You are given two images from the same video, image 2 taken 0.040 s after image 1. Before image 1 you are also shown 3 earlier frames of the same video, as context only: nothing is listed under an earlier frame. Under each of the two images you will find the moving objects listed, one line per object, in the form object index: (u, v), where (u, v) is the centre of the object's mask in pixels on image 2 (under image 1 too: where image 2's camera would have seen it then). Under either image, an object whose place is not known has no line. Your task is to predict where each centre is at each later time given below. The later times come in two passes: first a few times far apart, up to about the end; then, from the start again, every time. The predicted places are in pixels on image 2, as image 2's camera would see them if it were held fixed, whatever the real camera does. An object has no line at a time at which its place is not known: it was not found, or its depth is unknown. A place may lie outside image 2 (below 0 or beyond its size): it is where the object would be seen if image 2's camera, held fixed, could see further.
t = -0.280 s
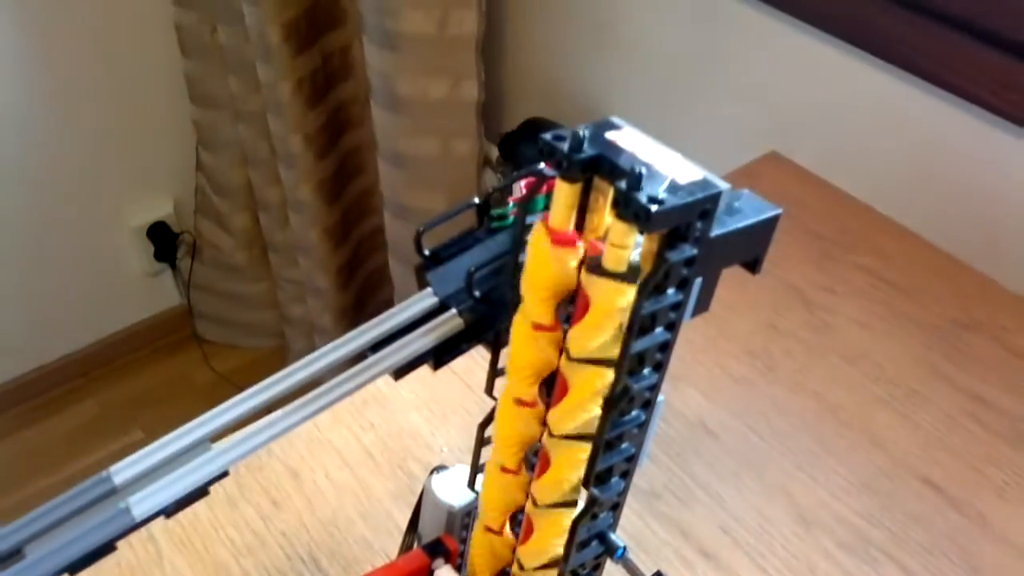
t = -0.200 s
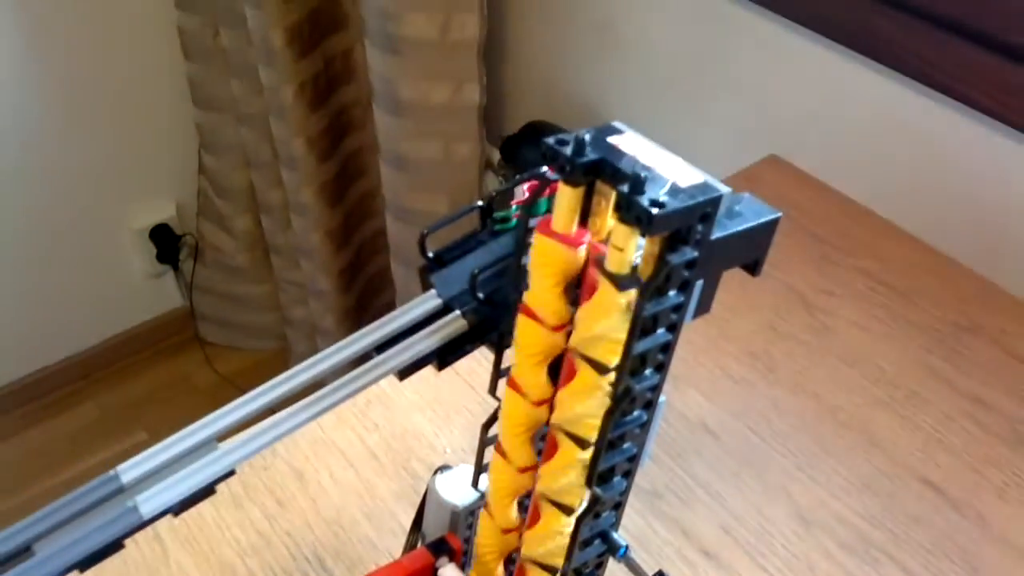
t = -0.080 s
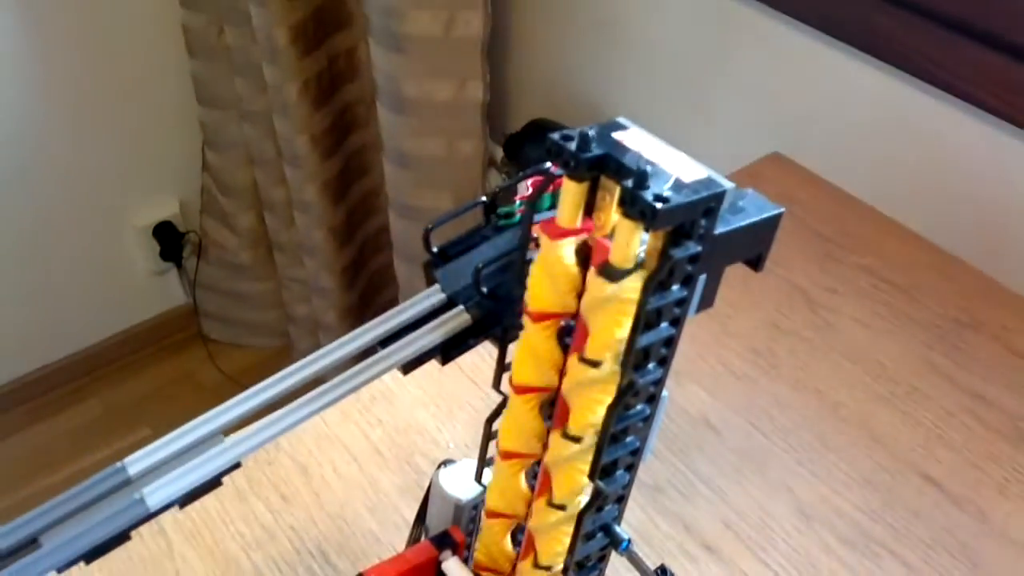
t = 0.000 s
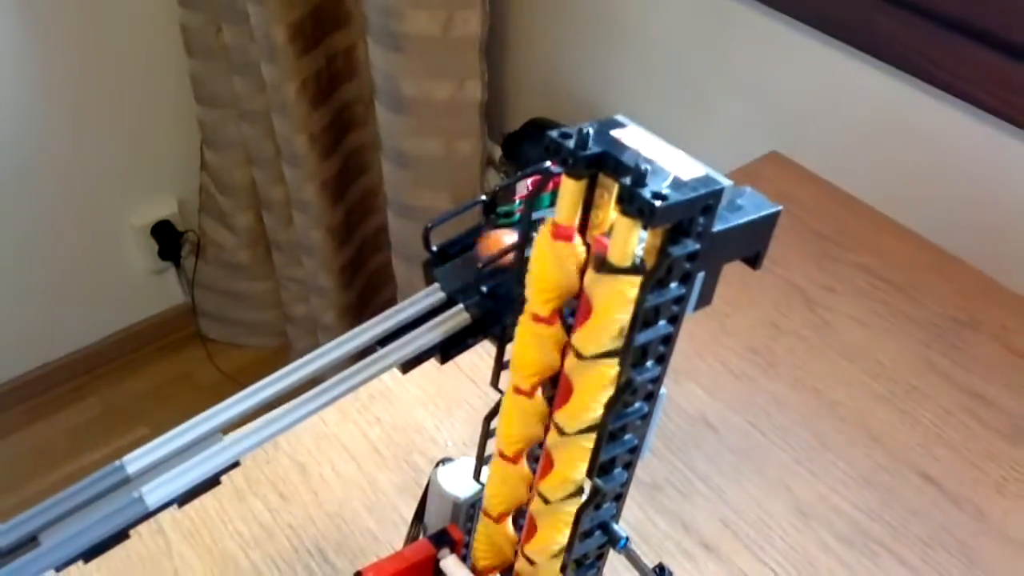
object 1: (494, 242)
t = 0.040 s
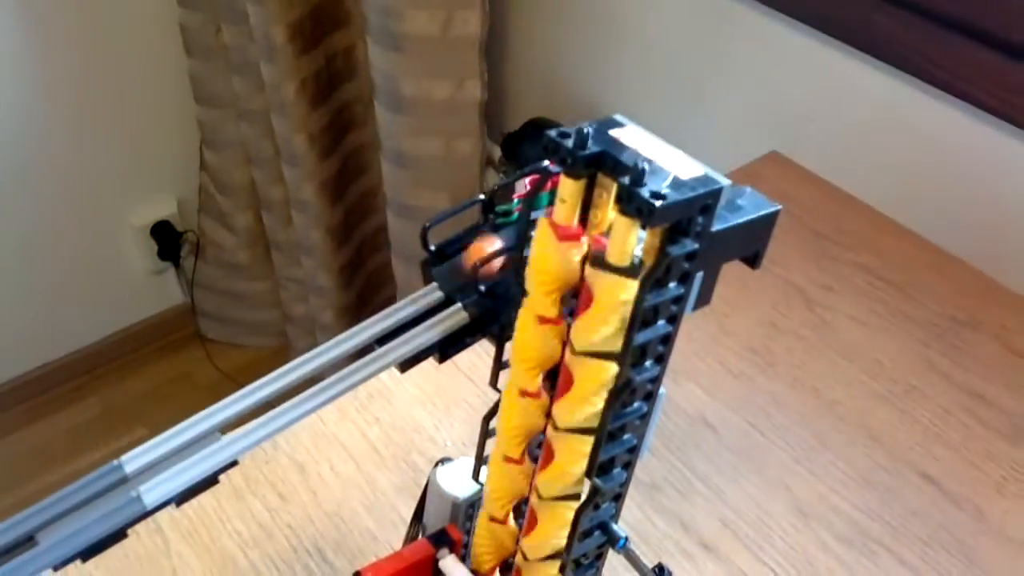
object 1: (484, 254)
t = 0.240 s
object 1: (405, 311)
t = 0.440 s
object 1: (295, 374)
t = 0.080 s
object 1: (462, 267)
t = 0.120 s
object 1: (451, 278)
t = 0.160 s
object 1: (441, 290)
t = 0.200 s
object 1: (424, 301)
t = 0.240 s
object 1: (405, 311)
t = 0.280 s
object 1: (385, 323)
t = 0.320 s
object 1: (365, 334)
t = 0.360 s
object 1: (343, 346)
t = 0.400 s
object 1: (320, 359)
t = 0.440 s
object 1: (295, 374)
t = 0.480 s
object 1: (269, 389)
